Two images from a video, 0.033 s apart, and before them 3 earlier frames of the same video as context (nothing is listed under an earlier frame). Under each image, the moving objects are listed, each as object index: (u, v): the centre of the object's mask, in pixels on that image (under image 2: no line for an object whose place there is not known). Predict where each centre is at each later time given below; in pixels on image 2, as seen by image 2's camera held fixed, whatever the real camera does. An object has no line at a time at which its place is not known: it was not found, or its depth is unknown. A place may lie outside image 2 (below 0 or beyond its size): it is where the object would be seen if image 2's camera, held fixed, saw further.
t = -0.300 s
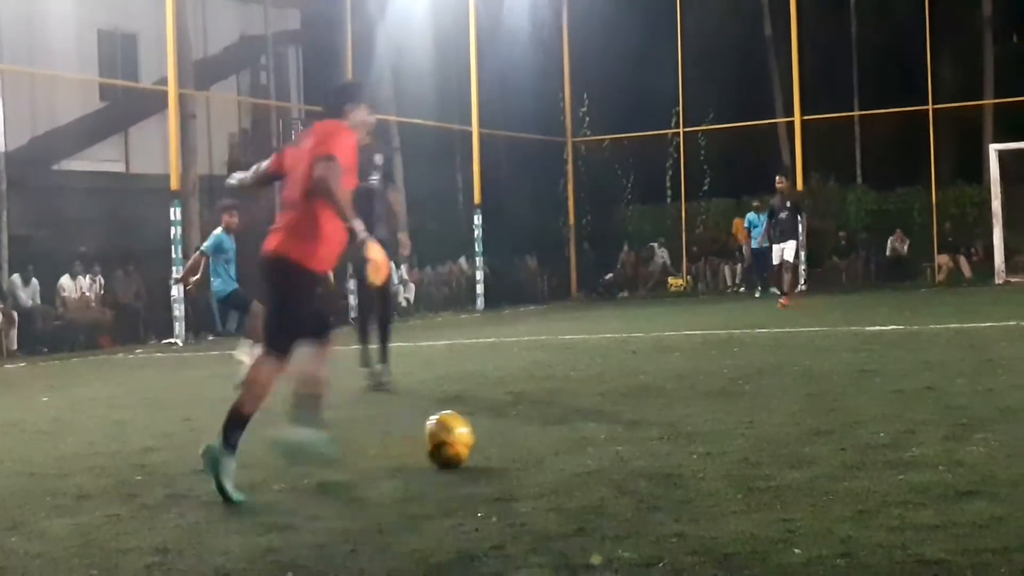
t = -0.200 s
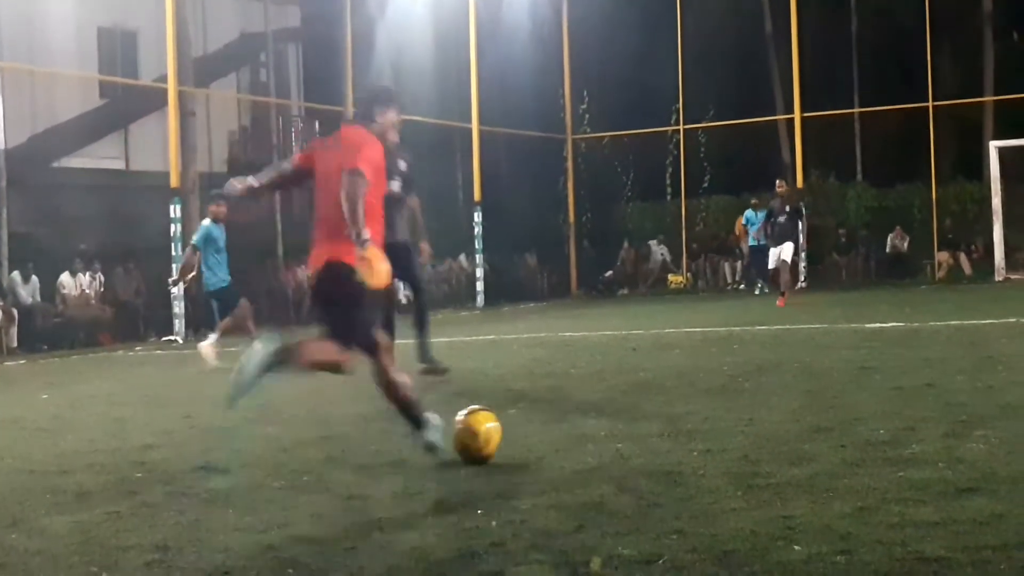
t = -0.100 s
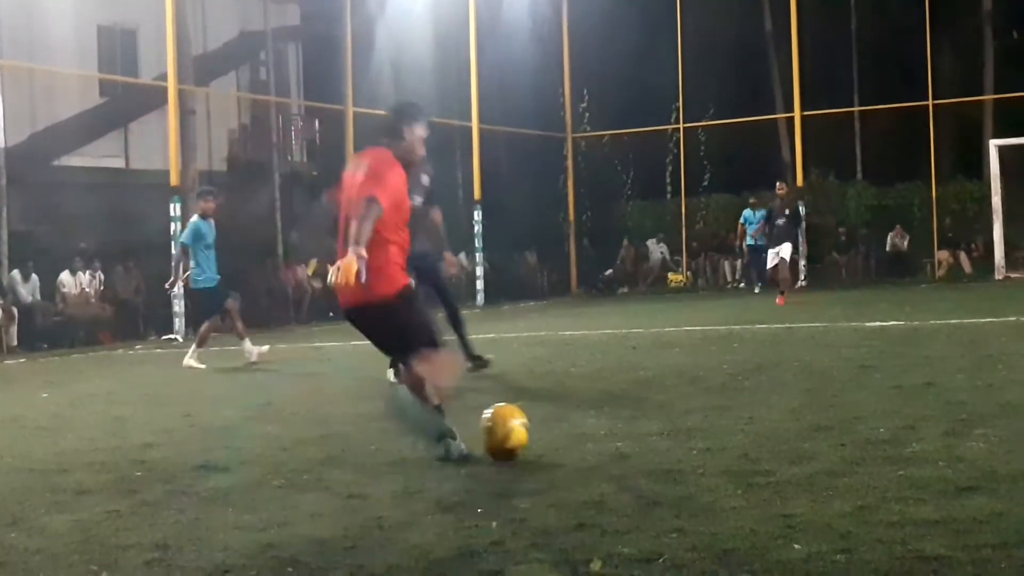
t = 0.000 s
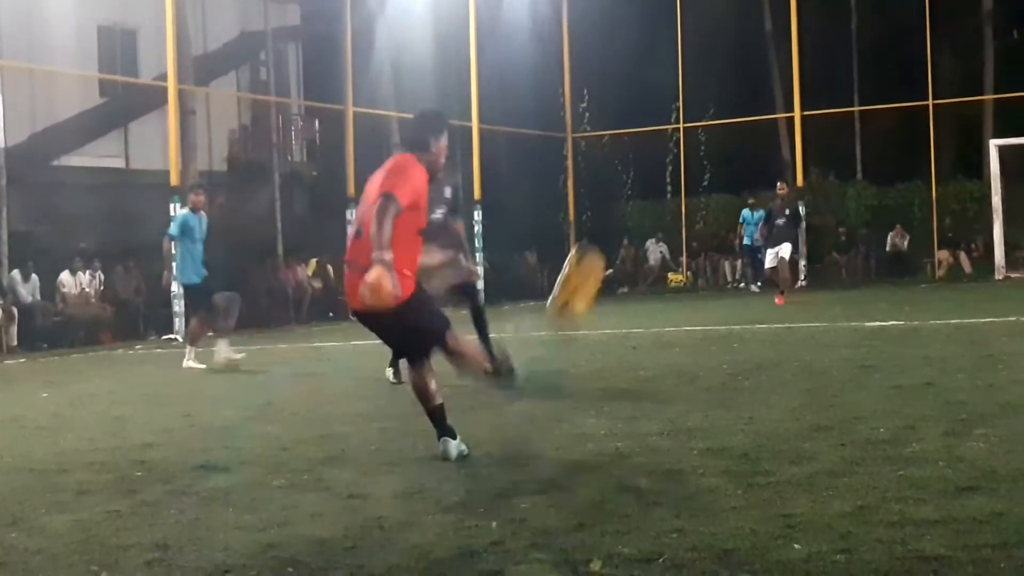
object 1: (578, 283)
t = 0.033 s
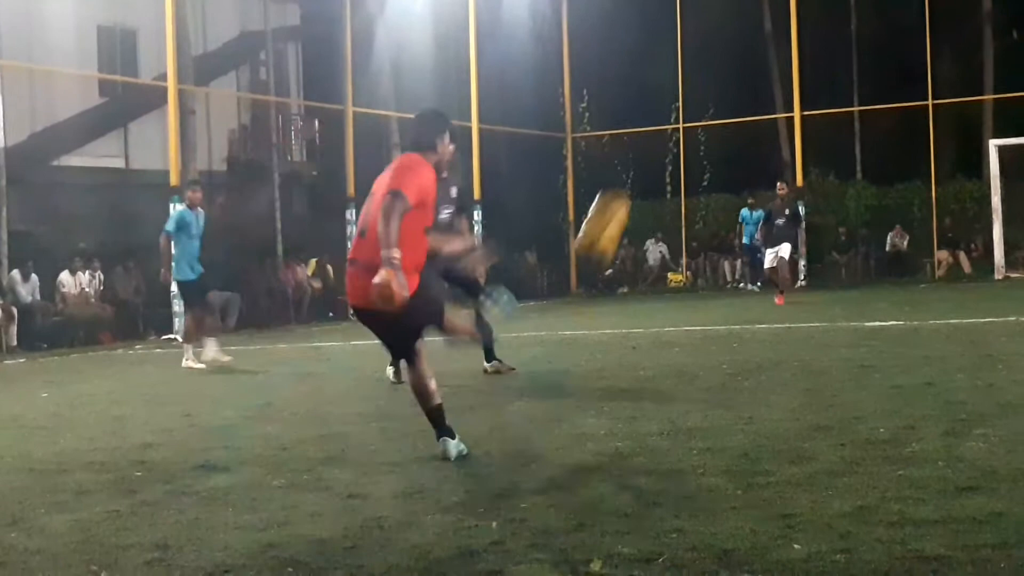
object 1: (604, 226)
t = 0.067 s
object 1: (627, 177)
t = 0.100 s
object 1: (648, 131)
